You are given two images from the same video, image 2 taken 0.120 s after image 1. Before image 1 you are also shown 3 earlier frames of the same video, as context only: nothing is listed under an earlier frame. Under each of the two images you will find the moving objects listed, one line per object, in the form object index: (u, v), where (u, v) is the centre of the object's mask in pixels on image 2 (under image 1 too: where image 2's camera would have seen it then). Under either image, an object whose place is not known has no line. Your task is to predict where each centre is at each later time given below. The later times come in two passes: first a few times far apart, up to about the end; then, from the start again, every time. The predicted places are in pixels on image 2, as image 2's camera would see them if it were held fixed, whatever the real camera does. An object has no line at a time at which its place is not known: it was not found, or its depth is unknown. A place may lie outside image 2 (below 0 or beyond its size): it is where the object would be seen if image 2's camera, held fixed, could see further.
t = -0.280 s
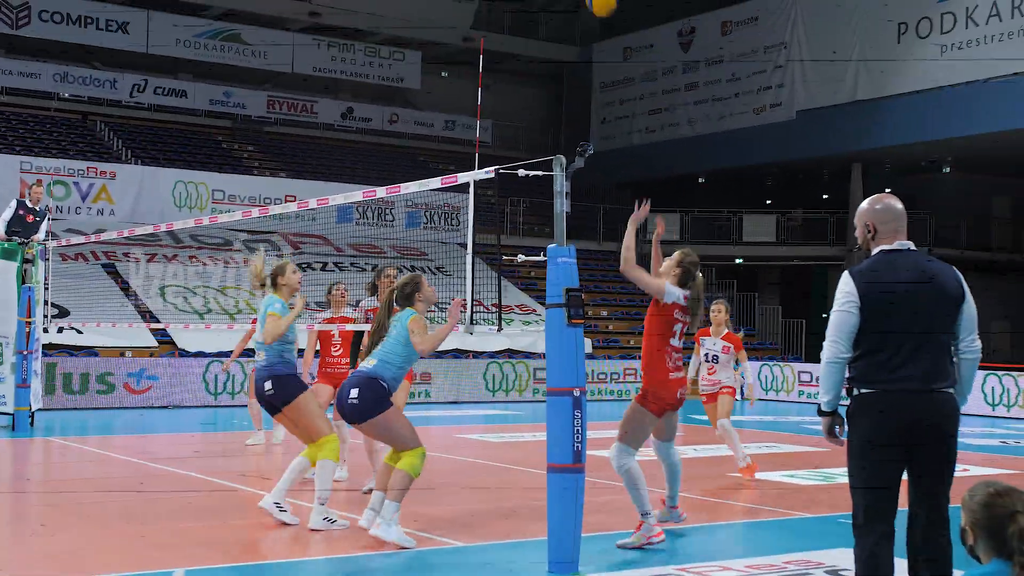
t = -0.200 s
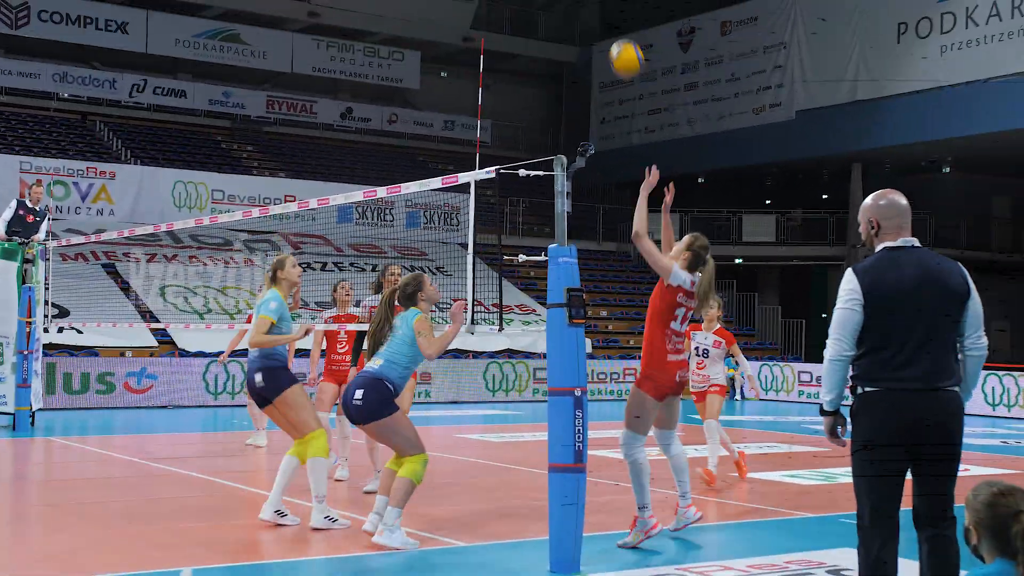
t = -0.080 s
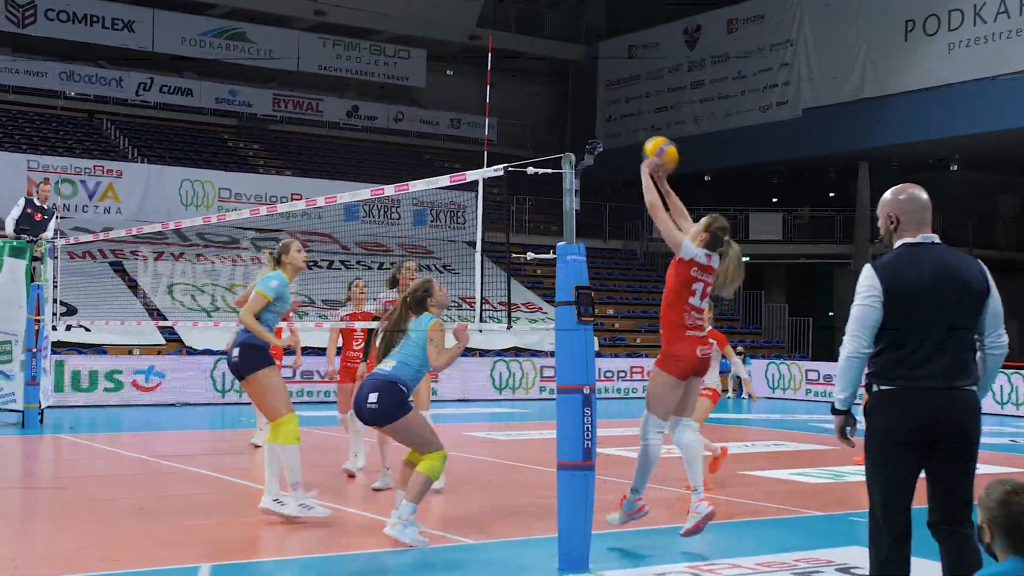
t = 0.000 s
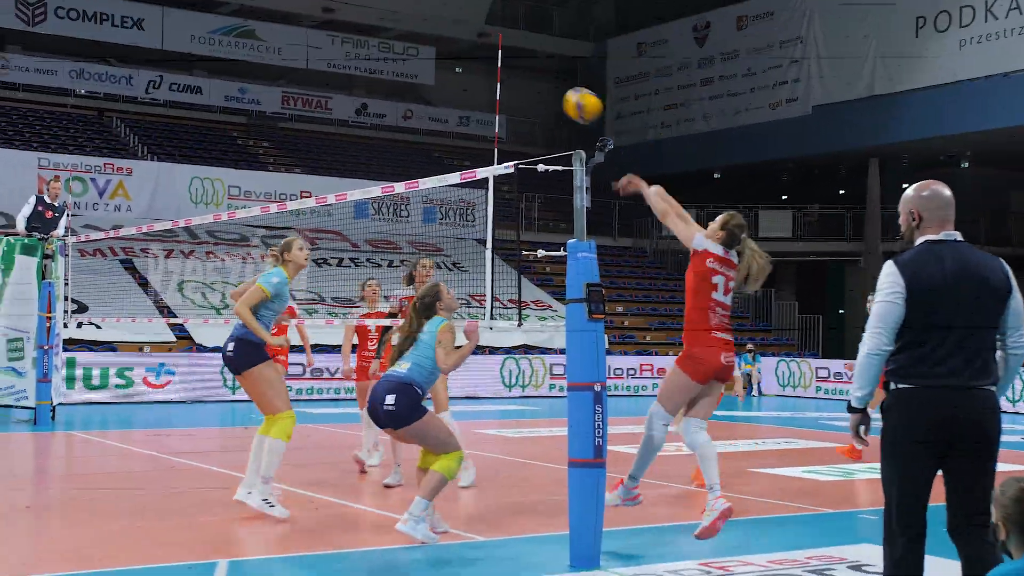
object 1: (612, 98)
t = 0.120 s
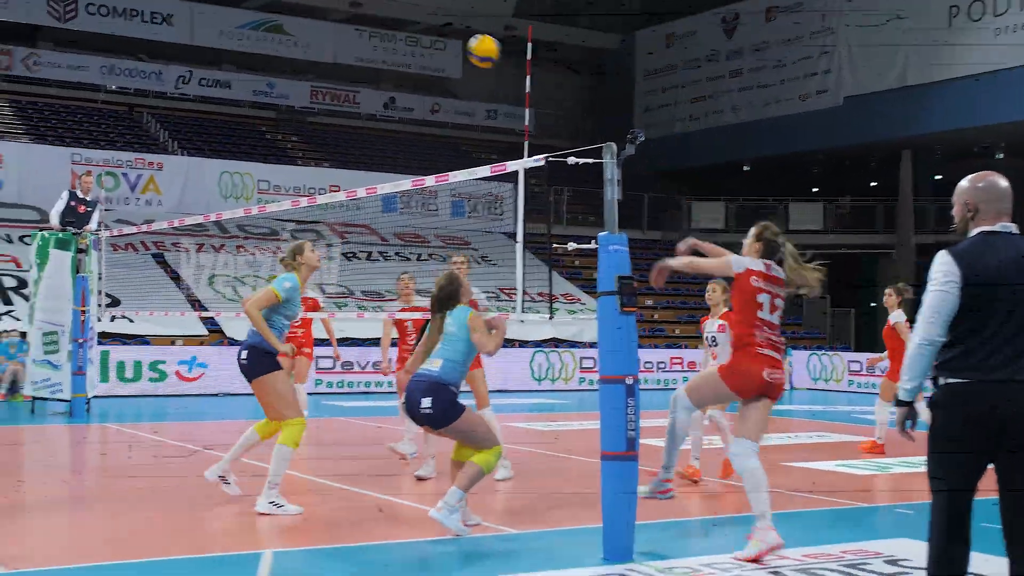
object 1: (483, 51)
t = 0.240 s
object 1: (372, 29)
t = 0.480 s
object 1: (179, 48)
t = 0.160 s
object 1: (445, 41)
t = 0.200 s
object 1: (408, 33)
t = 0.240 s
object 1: (372, 29)
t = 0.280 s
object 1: (337, 26)
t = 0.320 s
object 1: (303, 26)
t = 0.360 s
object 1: (271, 29)
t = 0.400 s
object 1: (240, 33)
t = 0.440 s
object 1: (209, 40)
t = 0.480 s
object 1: (179, 48)
